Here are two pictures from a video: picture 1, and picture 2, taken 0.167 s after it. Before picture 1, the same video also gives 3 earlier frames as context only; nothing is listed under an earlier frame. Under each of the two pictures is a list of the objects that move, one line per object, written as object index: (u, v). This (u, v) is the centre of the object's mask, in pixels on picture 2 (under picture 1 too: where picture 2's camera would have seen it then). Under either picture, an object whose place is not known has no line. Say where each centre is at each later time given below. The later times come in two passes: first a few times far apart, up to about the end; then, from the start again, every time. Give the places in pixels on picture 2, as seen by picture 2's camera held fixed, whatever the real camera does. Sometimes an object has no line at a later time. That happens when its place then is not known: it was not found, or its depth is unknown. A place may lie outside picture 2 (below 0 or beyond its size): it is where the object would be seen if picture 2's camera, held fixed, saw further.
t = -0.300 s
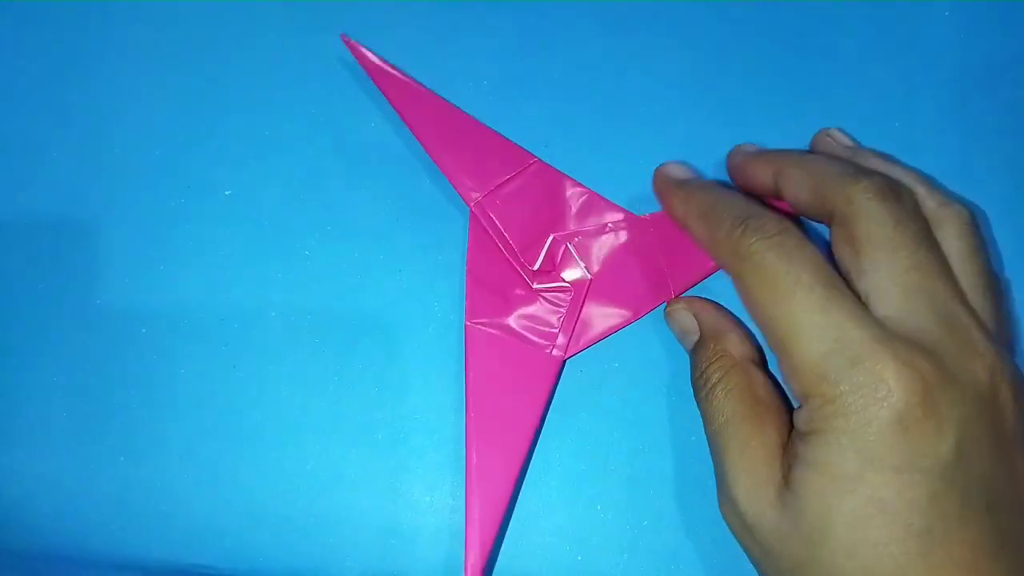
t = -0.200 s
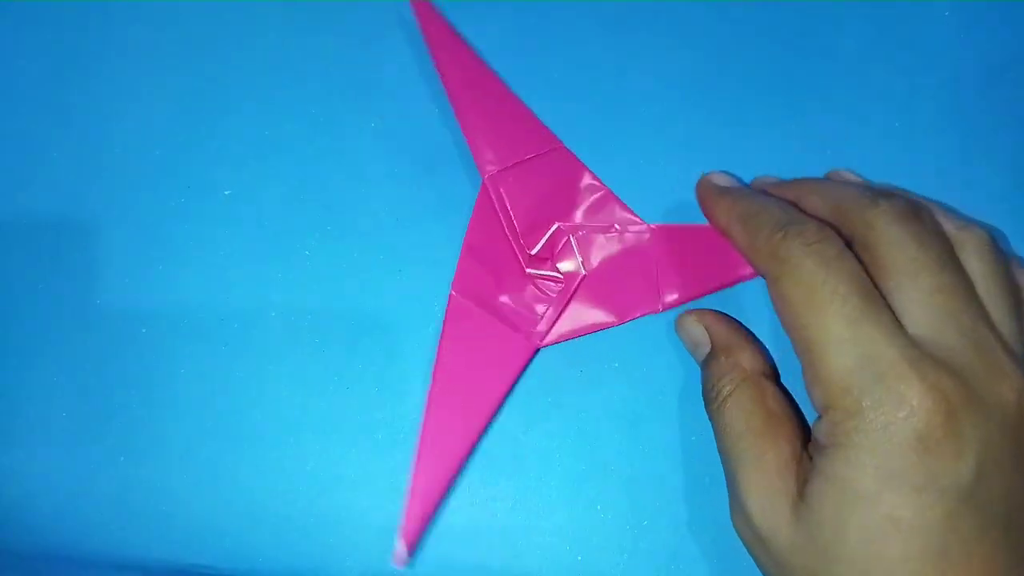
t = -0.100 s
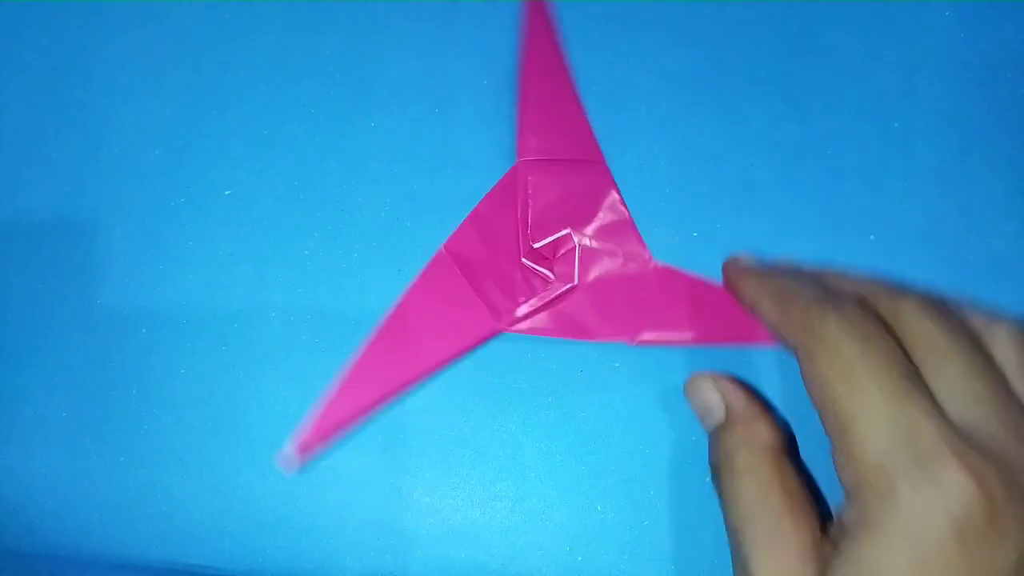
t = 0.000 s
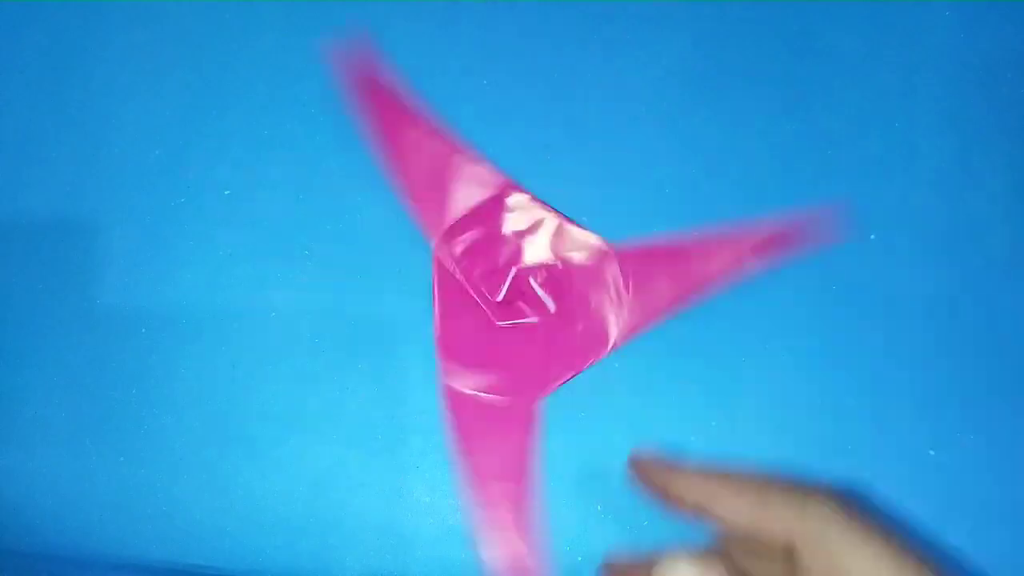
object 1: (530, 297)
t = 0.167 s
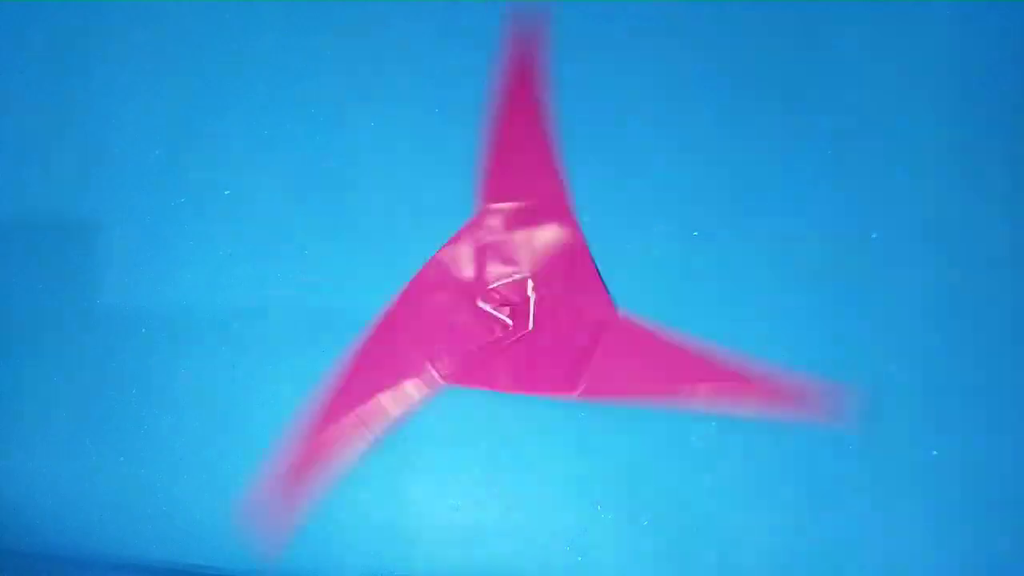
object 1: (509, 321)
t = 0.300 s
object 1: (520, 326)
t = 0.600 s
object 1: (521, 309)
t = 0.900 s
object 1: (534, 311)
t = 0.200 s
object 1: (512, 316)
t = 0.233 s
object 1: (521, 298)
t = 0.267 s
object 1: (535, 308)
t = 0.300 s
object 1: (520, 326)
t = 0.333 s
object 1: (526, 313)
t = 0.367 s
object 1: (528, 294)
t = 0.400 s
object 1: (536, 299)
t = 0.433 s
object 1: (523, 320)
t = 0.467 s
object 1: (519, 311)
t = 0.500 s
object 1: (516, 297)
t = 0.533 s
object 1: (524, 294)
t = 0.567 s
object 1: (522, 314)
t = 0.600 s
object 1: (521, 309)
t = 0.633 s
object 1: (529, 301)
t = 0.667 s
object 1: (537, 292)
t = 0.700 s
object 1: (542, 306)
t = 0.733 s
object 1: (523, 312)
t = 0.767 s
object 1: (526, 298)
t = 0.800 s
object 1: (539, 289)
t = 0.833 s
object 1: (549, 291)
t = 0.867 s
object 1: (545, 303)
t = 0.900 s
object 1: (534, 311)
